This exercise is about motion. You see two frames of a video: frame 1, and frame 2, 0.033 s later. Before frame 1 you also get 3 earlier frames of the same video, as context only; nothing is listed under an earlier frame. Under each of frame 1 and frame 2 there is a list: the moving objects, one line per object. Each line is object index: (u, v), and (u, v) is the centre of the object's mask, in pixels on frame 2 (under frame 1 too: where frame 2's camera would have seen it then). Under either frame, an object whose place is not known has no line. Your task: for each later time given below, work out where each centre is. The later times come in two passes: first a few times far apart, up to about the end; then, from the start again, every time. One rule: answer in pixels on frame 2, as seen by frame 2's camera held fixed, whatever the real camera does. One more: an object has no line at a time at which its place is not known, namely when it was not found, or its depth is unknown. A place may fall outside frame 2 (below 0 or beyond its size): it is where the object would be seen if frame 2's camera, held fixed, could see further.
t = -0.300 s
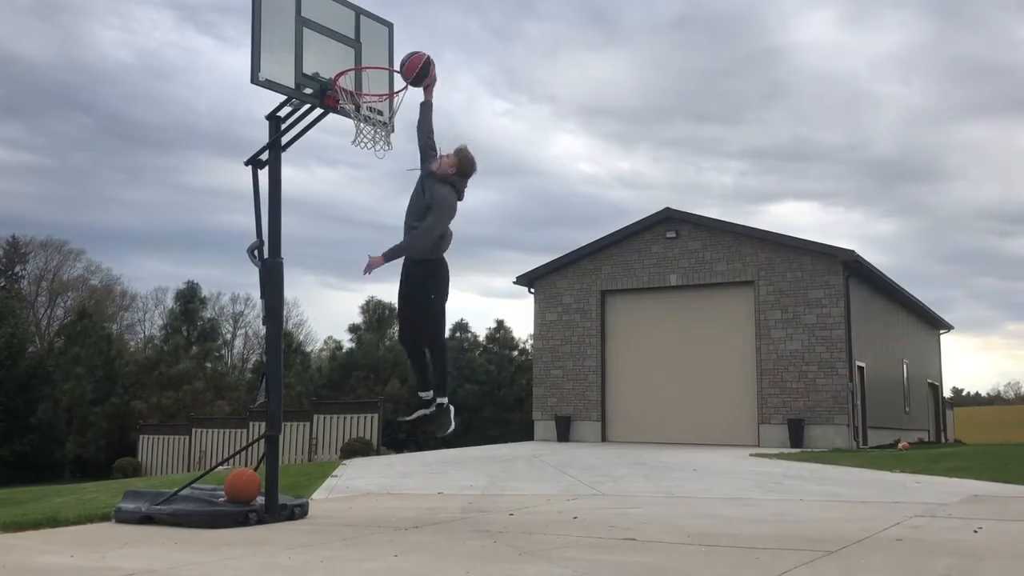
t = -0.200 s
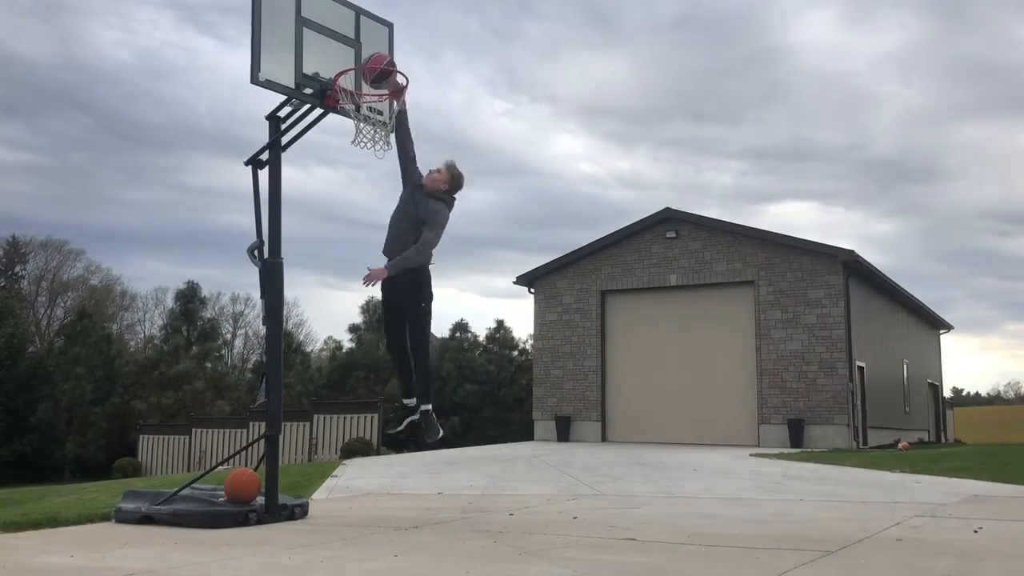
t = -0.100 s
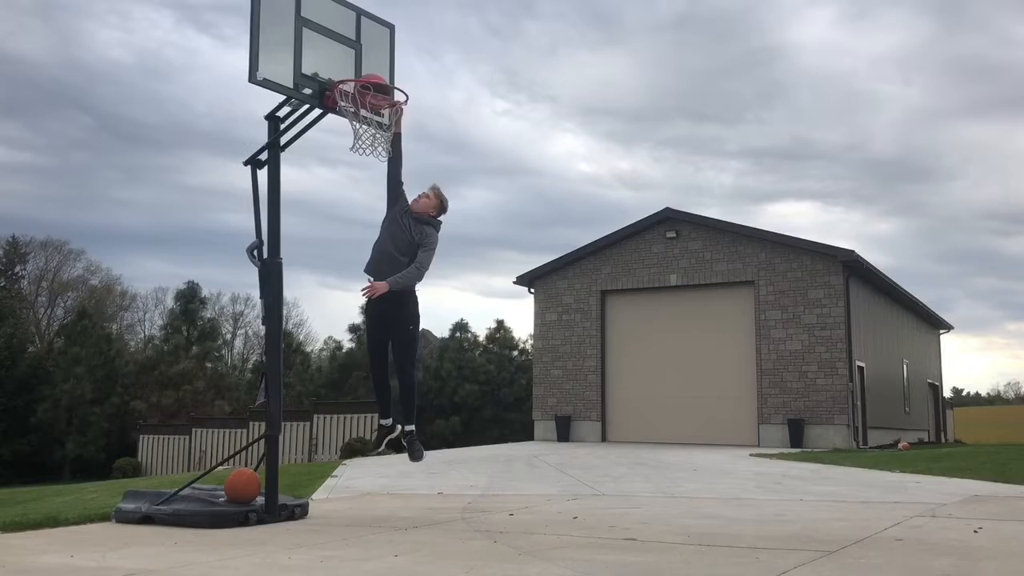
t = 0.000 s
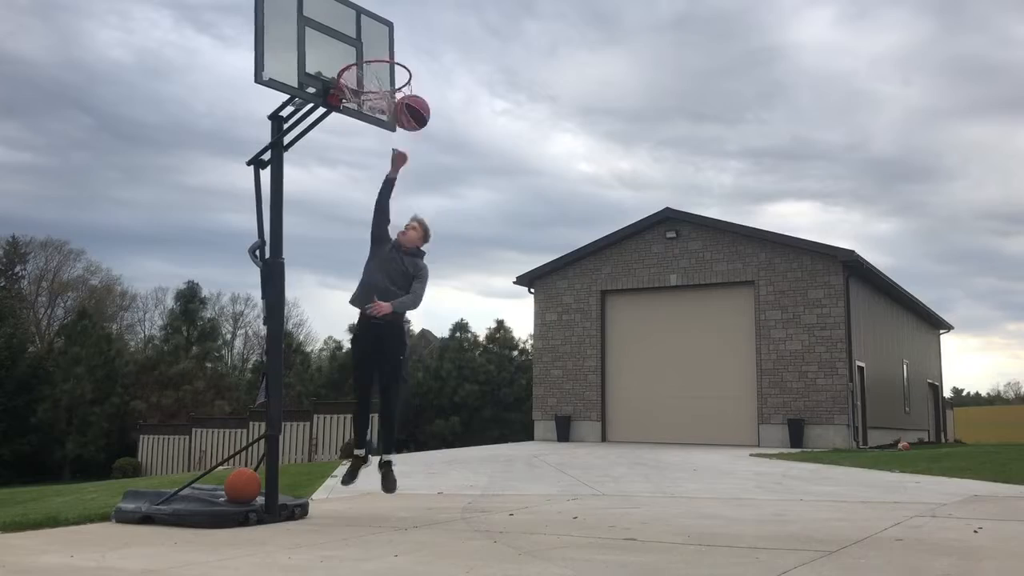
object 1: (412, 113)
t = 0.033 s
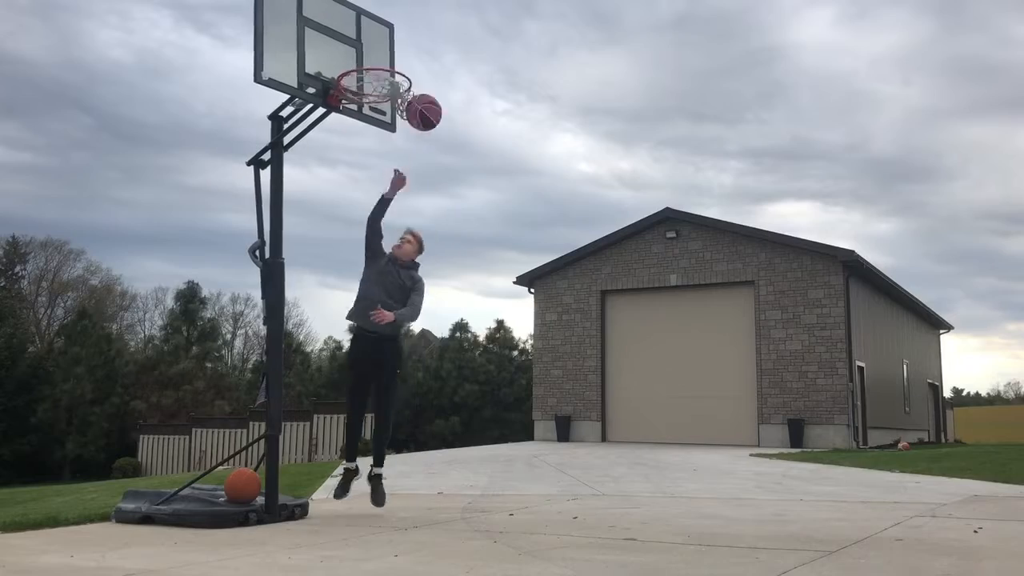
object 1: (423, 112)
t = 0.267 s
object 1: (504, 153)
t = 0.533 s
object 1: (596, 296)
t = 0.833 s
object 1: (691, 435)
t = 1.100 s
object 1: (747, 295)
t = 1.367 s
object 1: (809, 264)
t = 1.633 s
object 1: (880, 347)
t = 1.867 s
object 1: (949, 485)
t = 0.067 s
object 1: (435, 113)
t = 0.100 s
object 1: (447, 116)
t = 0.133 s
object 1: (458, 120)
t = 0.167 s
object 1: (470, 126)
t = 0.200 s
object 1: (481, 133)
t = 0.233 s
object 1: (493, 142)
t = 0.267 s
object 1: (504, 153)
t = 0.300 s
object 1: (515, 165)
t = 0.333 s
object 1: (527, 179)
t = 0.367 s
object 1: (538, 194)
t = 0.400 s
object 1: (550, 211)
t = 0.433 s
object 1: (561, 230)
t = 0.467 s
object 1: (573, 250)
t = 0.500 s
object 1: (585, 273)
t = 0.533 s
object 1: (596, 296)
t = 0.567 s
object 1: (608, 322)
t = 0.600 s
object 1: (620, 351)
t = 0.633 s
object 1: (631, 380)
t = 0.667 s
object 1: (644, 413)
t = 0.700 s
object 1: (656, 448)
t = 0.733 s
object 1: (668, 483)
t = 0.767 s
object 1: (678, 487)
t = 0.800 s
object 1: (684, 460)
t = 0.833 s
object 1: (691, 435)
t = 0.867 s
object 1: (698, 411)
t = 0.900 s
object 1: (704, 390)
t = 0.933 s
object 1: (711, 370)
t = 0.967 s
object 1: (718, 351)
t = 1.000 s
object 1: (725, 335)
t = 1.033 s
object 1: (732, 320)
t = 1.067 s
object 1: (739, 306)
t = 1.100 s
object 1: (747, 295)
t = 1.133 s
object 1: (754, 284)
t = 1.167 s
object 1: (762, 275)
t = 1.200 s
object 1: (770, 270)
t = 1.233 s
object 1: (777, 265)
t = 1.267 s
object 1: (785, 261)
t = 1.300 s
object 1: (794, 260)
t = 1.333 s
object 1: (801, 261)
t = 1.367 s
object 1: (809, 264)
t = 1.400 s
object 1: (817, 267)
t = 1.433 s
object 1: (825, 272)
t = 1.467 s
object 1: (834, 279)
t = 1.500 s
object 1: (843, 288)
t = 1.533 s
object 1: (851, 300)
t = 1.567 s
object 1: (862, 314)
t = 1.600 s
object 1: (870, 329)
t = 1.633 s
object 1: (880, 347)
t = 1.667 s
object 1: (891, 367)
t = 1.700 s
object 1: (900, 390)
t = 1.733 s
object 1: (911, 414)
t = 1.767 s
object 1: (920, 442)
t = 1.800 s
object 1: (932, 472)
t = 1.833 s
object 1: (942, 504)
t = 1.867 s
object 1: (949, 485)
